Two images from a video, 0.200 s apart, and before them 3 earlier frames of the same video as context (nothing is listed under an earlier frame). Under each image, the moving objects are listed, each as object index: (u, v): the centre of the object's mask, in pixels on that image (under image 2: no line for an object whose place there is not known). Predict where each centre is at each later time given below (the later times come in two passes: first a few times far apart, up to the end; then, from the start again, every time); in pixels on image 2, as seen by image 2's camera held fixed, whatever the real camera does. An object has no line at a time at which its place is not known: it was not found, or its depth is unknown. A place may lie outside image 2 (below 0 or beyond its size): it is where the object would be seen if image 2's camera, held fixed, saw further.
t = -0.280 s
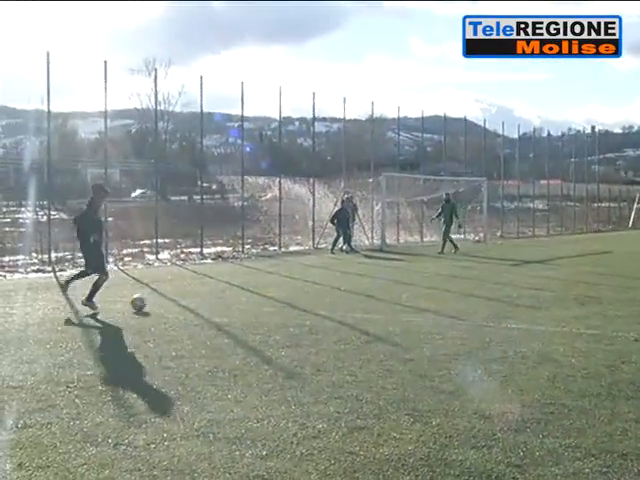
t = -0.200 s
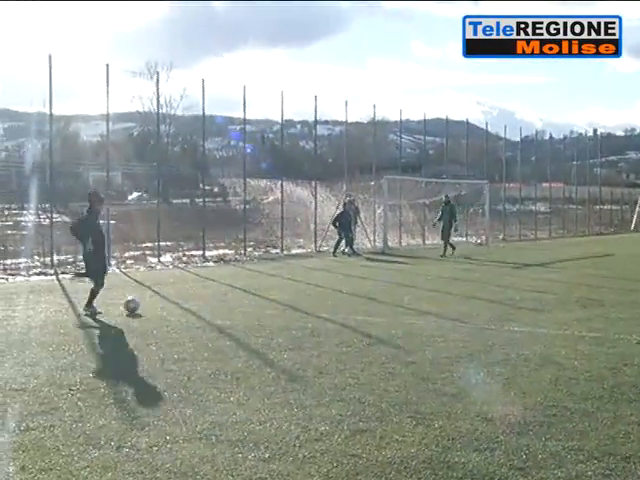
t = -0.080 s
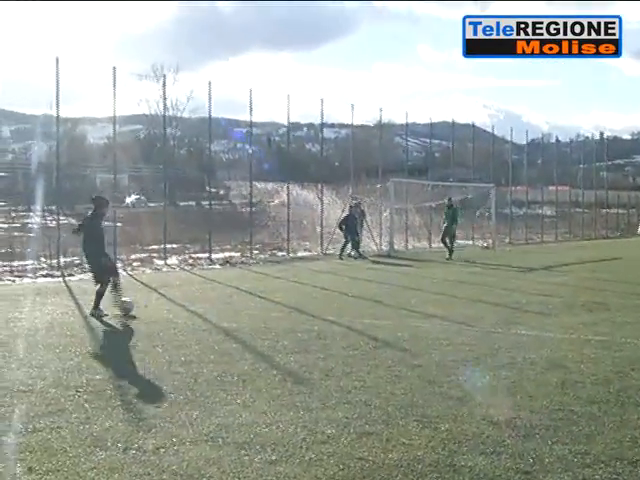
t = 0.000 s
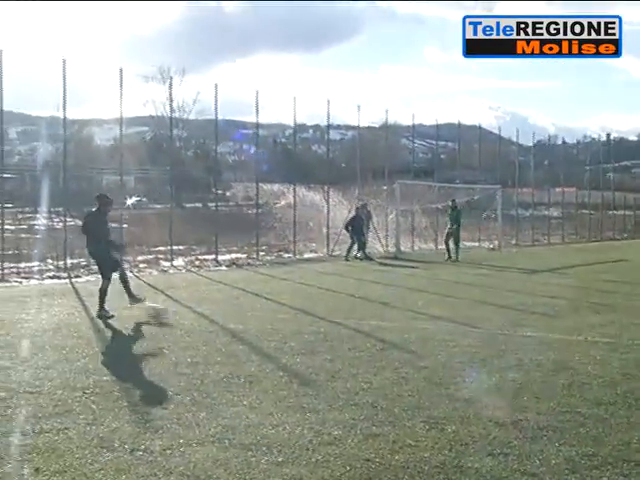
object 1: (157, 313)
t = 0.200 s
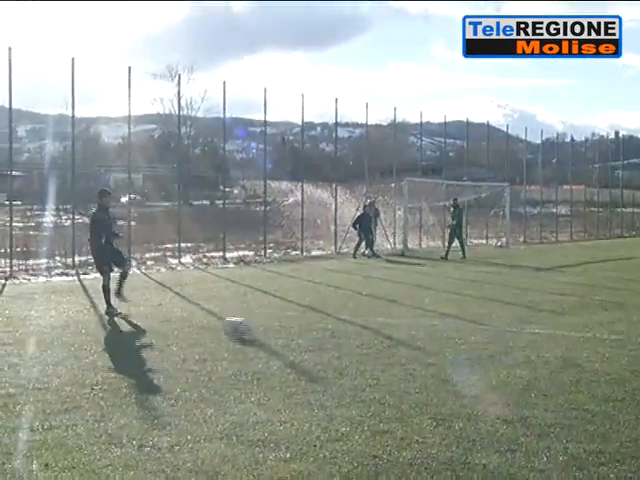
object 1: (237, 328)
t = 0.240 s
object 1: (253, 331)
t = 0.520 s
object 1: (386, 365)
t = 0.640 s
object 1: (455, 382)
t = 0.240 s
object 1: (253, 331)
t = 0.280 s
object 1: (275, 337)
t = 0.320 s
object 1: (289, 340)
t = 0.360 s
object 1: (306, 343)
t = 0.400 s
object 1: (327, 348)
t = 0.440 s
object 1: (345, 353)
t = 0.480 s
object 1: (364, 358)
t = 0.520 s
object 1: (386, 365)
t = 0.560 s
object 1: (408, 370)
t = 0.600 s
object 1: (431, 377)
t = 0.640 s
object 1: (455, 382)
